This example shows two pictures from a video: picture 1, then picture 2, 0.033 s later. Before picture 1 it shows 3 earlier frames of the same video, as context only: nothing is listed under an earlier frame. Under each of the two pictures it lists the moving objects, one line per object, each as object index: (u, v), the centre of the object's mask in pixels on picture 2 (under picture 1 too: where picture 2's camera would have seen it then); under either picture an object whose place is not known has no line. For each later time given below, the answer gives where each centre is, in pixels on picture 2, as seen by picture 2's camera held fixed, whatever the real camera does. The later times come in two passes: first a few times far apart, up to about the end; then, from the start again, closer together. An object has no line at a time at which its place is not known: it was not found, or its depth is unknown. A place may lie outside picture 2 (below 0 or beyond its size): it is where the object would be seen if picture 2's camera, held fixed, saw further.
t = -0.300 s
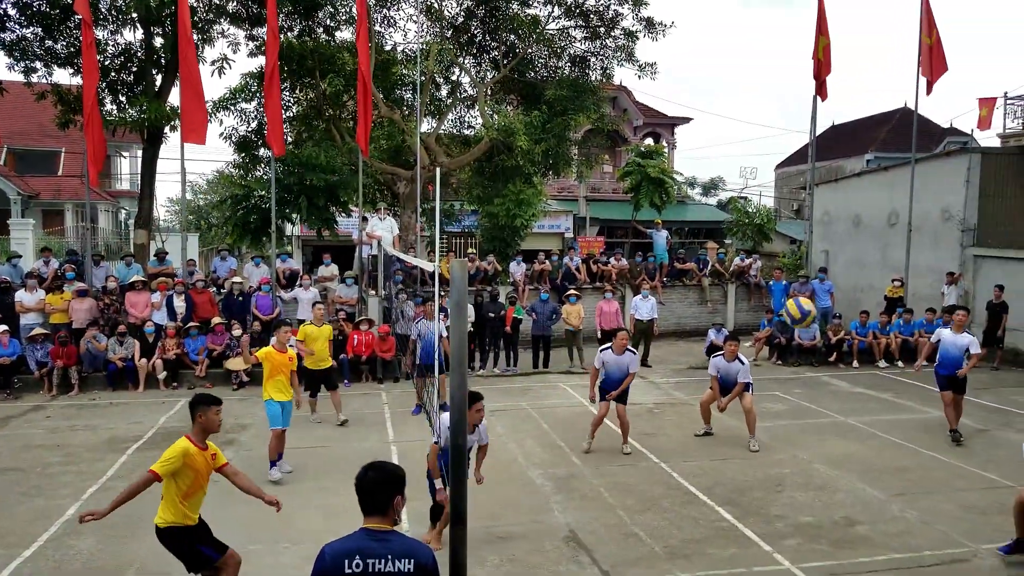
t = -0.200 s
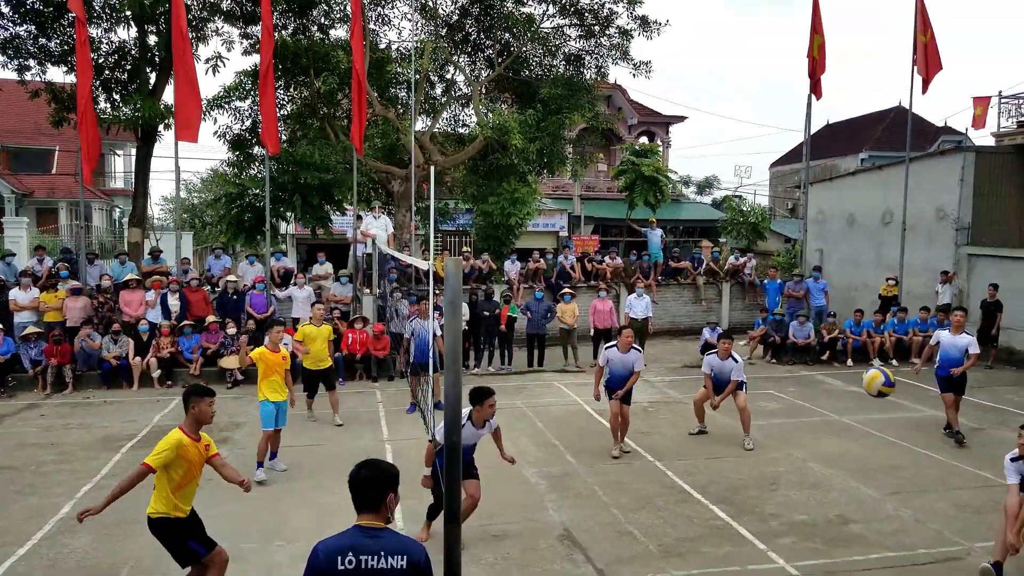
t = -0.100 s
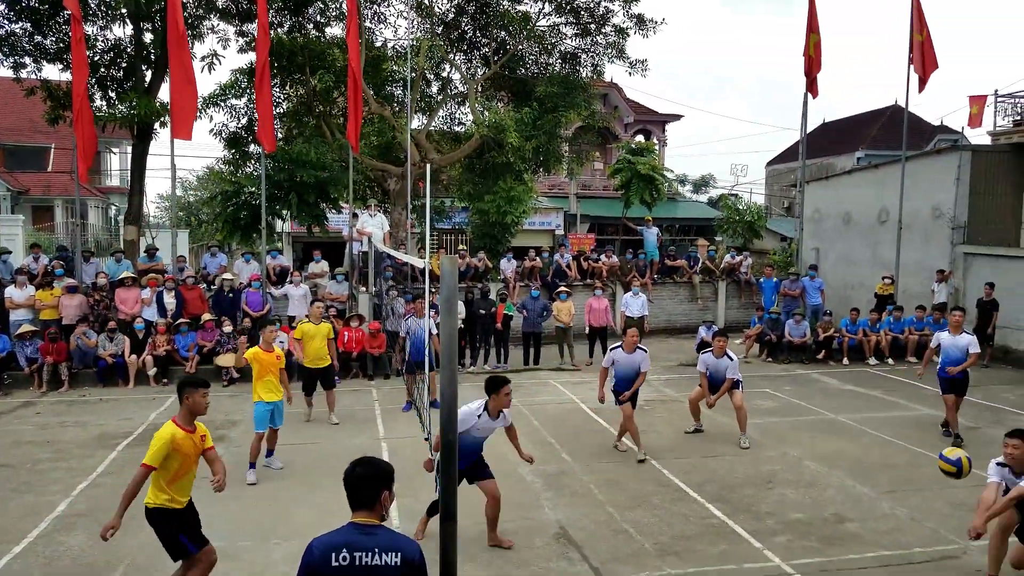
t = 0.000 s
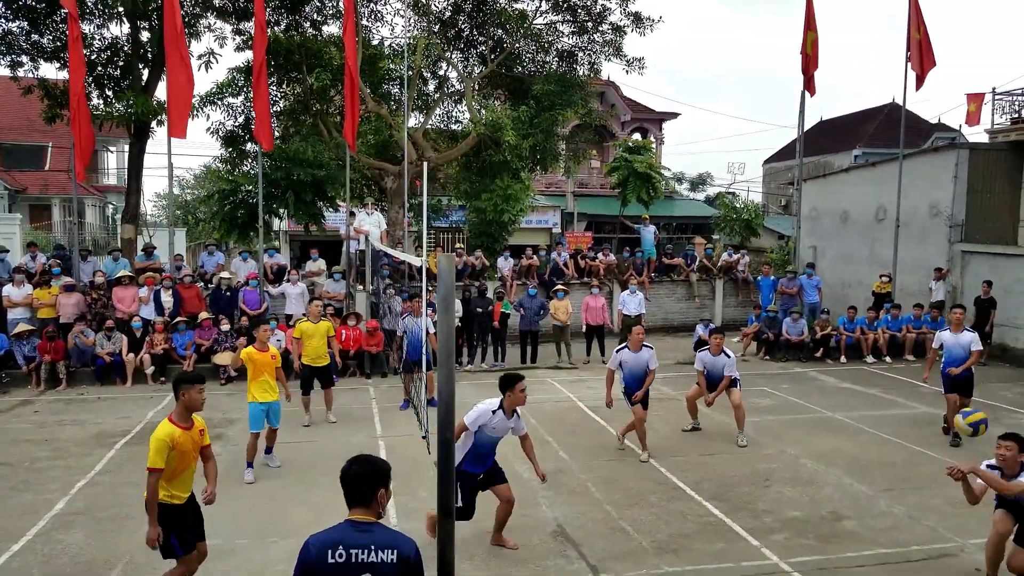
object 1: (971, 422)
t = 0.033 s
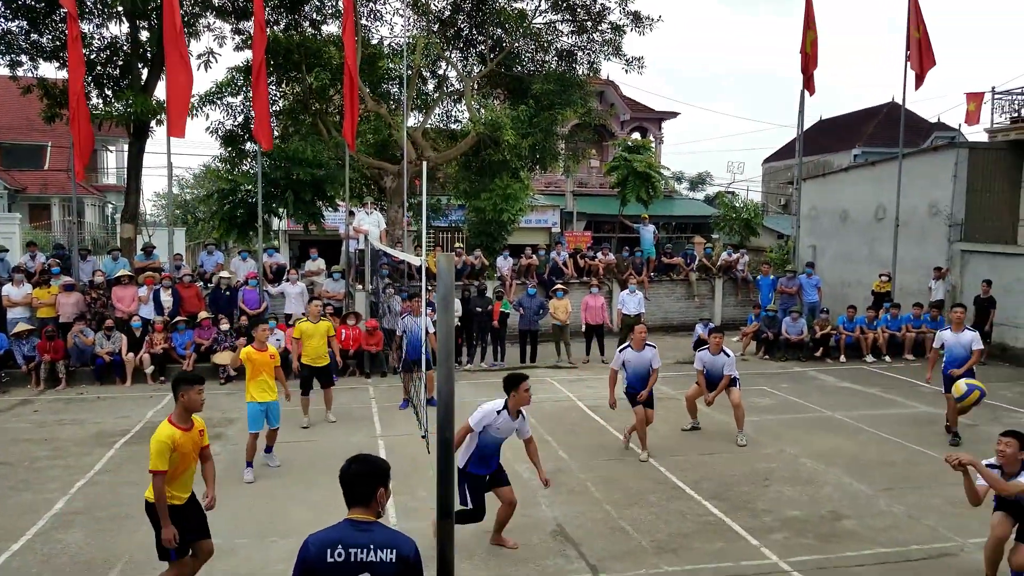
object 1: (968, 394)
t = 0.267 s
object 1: (954, 223)
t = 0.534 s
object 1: (933, 114)
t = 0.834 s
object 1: (903, 115)
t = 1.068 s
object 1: (875, 210)
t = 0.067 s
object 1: (967, 365)
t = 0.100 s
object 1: (966, 338)
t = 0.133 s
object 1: (963, 311)
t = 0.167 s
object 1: (961, 287)
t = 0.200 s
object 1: (959, 265)
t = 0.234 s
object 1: (956, 244)
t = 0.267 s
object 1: (954, 223)
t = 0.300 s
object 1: (951, 205)
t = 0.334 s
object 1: (949, 187)
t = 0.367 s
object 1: (947, 172)
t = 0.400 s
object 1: (944, 156)
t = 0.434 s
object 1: (941, 144)
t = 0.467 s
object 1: (938, 133)
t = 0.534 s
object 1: (933, 114)
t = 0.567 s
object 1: (930, 108)
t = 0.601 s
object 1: (927, 103)
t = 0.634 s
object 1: (923, 100)
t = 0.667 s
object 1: (920, 99)
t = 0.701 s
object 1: (917, 98)
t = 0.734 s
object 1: (914, 100)
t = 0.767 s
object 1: (911, 103)
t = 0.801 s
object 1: (907, 108)
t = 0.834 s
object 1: (903, 115)
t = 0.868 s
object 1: (899, 124)
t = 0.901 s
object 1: (895, 134)
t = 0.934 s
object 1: (890, 145)
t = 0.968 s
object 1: (888, 160)
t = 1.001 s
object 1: (883, 175)
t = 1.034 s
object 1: (879, 192)
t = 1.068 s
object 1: (875, 210)
